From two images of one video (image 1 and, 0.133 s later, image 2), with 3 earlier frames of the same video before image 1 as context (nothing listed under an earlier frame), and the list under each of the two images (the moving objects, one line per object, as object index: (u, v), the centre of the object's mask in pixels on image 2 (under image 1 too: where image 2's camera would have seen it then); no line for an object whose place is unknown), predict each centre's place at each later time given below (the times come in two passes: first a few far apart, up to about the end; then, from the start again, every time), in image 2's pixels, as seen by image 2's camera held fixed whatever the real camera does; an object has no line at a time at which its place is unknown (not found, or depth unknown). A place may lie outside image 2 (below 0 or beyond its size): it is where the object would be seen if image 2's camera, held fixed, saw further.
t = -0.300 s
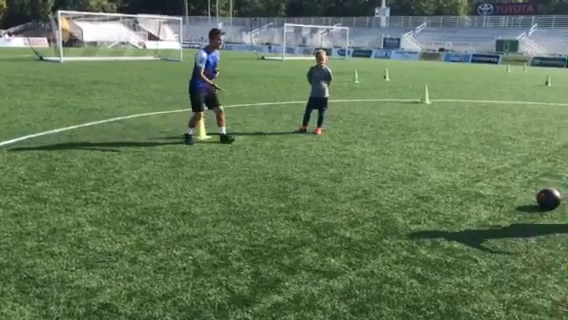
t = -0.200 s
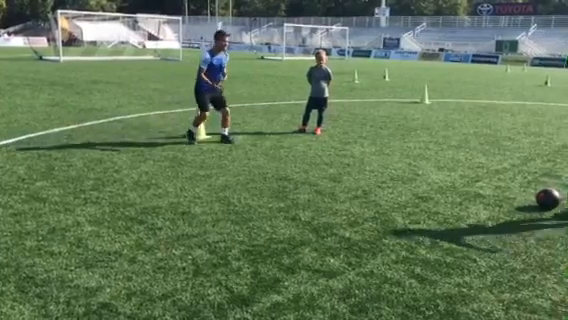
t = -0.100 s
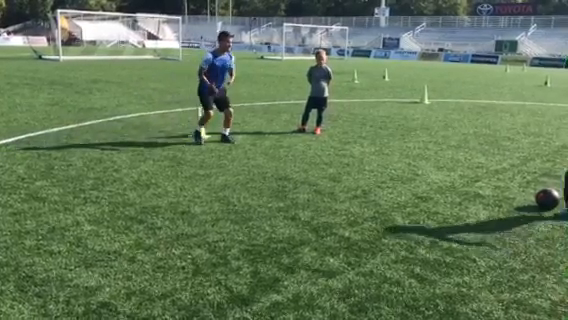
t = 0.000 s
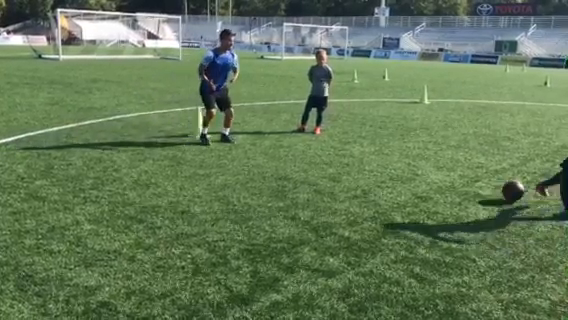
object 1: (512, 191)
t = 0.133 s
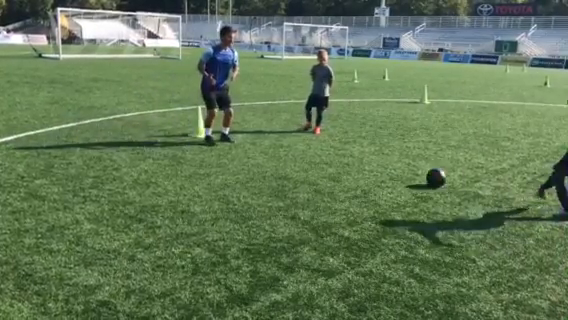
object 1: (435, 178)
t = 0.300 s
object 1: (368, 165)
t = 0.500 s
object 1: (305, 151)
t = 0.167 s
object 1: (421, 174)
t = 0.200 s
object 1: (407, 170)
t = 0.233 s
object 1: (393, 167)
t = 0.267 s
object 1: (380, 166)
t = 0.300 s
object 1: (368, 165)
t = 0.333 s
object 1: (356, 162)
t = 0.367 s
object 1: (345, 160)
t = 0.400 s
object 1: (334, 158)
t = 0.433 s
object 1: (324, 155)
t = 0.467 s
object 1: (315, 153)
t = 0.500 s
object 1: (305, 151)
